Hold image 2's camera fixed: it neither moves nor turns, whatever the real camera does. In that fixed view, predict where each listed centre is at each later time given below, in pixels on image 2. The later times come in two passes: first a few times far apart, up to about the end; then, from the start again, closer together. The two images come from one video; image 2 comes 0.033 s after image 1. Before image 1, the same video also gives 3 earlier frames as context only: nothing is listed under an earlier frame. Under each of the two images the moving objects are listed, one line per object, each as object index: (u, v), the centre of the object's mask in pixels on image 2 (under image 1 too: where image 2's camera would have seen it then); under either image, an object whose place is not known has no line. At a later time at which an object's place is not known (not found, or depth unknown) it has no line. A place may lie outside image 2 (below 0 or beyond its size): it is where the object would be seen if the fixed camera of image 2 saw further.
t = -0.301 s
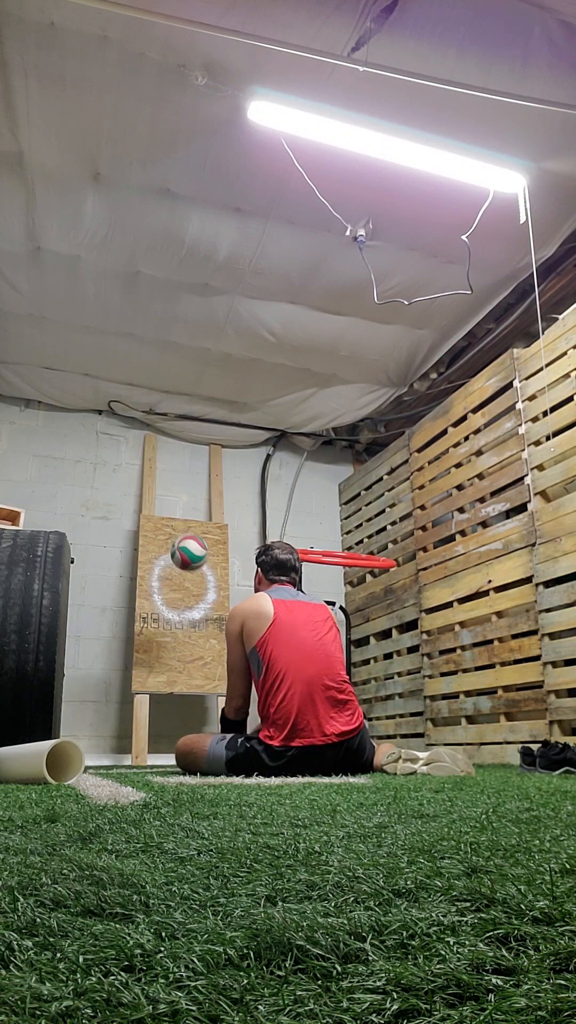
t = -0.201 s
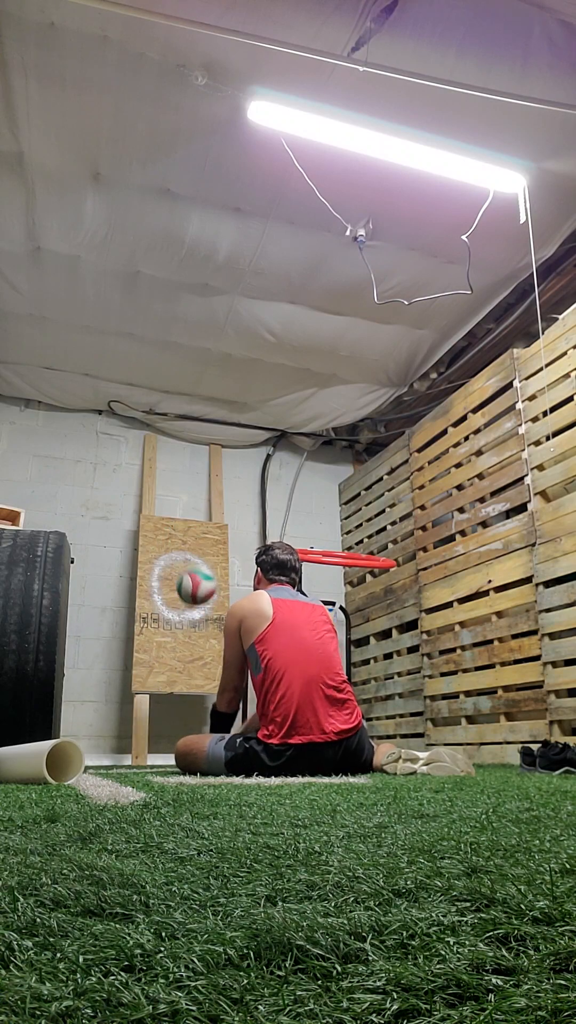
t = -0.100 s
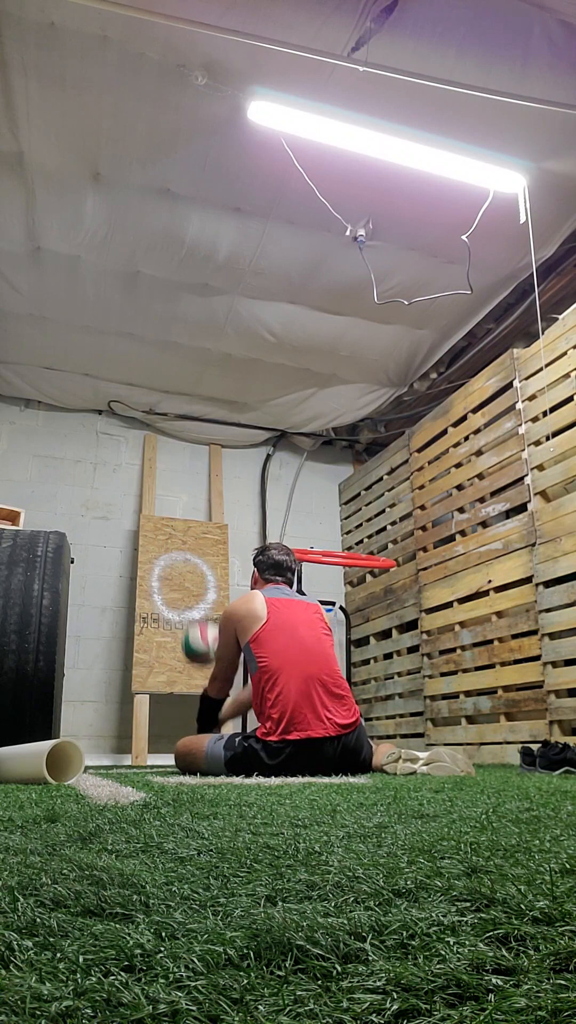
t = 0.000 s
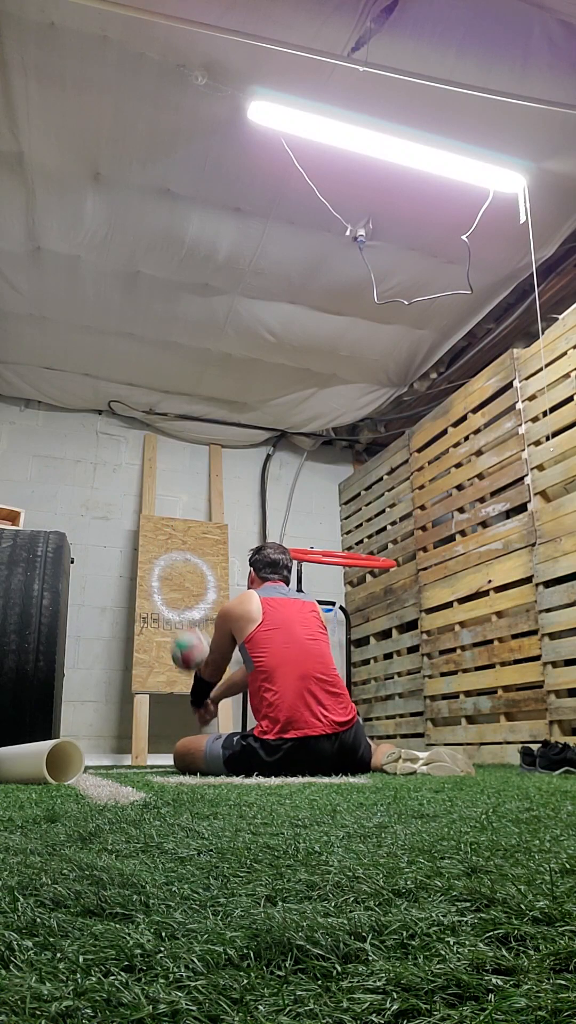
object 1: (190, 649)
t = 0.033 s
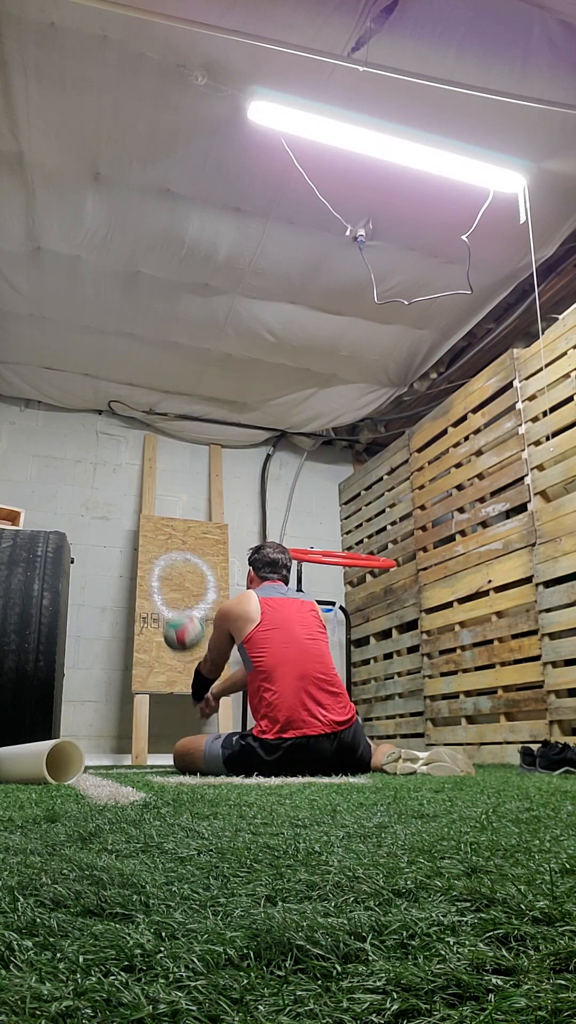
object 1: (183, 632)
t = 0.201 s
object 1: (147, 583)
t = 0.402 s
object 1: (101, 551)
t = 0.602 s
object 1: (91, 530)
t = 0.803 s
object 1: (95, 560)
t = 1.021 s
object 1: (91, 677)
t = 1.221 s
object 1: (82, 695)
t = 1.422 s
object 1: (75, 654)
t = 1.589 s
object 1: (65, 683)
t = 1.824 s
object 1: (66, 730)
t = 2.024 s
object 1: (74, 728)
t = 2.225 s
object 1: (86, 740)
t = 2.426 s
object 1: (97, 748)
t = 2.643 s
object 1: (103, 748)
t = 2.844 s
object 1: (102, 749)
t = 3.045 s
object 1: (99, 748)
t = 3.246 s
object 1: (98, 748)
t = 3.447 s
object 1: (99, 748)
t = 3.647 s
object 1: (99, 748)
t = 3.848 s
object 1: (99, 748)
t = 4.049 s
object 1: (99, 748)
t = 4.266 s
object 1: (99, 748)
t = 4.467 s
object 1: (99, 748)
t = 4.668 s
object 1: (99, 748)
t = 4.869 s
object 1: (99, 748)
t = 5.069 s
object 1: (99, 748)
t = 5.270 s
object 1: (99, 748)
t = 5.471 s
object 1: (99, 748)
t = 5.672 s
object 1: (99, 748)
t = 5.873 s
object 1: (99, 748)
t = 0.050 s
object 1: (179, 624)
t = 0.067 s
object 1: (175, 617)
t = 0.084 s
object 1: (171, 610)
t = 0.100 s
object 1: (168, 605)
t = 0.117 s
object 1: (164, 600)
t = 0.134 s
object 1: (160, 596)
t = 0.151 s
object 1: (157, 592)
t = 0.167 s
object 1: (153, 588)
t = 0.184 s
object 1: (150, 586)
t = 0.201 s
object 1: (147, 583)
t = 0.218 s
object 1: (144, 582)
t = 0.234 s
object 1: (141, 581)
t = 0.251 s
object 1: (138, 580)
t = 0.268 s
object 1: (135, 580)
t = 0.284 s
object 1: (131, 577)
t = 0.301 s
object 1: (127, 571)
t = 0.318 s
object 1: (123, 566)
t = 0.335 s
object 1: (119, 563)
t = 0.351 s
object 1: (114, 559)
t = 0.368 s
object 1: (110, 556)
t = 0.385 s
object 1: (106, 553)
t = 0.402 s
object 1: (101, 551)
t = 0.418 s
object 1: (96, 549)
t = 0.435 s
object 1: (92, 547)
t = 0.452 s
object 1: (87, 546)
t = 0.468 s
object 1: (85, 544)
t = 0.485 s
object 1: (86, 541)
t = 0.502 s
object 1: (86, 538)
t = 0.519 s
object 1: (87, 536)
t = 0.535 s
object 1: (88, 534)
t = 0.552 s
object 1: (88, 532)
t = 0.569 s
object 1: (89, 531)
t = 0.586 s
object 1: (90, 530)
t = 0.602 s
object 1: (91, 530)
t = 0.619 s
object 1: (91, 530)
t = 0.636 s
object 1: (92, 530)
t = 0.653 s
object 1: (92, 531)
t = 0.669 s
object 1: (92, 533)
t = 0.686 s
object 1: (94, 534)
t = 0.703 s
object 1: (94, 536)
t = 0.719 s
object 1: (94, 539)
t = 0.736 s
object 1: (94, 542)
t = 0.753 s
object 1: (95, 546)
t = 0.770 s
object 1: (95, 550)
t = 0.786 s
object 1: (95, 555)
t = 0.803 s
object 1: (95, 560)
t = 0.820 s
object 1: (95, 566)
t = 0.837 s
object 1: (95, 571)
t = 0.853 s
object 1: (95, 578)
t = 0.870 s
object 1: (95, 585)
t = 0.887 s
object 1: (95, 593)
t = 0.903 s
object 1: (94, 601)
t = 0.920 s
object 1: (94, 611)
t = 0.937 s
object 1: (93, 621)
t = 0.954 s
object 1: (93, 630)
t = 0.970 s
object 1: (92, 641)
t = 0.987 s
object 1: (92, 652)
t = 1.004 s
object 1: (92, 665)
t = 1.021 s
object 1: (91, 677)
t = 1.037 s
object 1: (90, 692)
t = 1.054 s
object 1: (89, 707)
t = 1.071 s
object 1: (87, 723)
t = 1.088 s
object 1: (90, 734)
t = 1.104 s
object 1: (94, 750)
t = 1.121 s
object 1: (90, 742)
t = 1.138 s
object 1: (87, 733)
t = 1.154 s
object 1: (85, 725)
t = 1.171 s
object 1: (84, 717)
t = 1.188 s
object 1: (83, 709)
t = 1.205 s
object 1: (82, 701)
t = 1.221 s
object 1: (82, 695)
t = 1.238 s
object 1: (82, 688)
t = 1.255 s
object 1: (81, 682)
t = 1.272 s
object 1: (81, 677)
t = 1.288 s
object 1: (80, 672)
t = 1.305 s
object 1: (79, 668)
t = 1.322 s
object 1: (79, 665)
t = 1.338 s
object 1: (78, 662)
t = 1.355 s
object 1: (78, 659)
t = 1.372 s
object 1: (77, 657)
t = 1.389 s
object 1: (76, 656)
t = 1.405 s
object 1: (76, 655)
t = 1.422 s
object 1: (75, 654)
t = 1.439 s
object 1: (74, 654)
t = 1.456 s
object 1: (73, 655)
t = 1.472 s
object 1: (72, 656)
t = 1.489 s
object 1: (71, 658)
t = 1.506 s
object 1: (71, 660)
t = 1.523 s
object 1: (70, 663)
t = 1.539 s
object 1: (69, 666)
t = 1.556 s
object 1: (68, 671)
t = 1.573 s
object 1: (67, 676)
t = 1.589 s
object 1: (65, 683)
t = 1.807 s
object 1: (64, 732)
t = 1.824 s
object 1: (66, 730)
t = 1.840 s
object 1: (67, 728)
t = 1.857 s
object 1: (67, 726)
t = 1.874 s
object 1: (68, 725)
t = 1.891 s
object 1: (69, 724)
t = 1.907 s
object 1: (70, 722)
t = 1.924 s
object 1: (71, 722)
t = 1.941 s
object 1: (71, 722)
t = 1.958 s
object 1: (72, 723)
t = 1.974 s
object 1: (72, 723)
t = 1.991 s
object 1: (73, 724)
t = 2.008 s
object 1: (74, 726)
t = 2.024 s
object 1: (74, 728)
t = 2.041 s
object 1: (75, 730)
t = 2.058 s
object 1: (76, 733)
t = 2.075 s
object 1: (78, 737)
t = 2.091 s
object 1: (81, 743)
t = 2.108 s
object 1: (82, 745)
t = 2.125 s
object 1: (82, 743)
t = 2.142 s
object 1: (82, 742)
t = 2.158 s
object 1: (83, 740)
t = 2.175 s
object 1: (83, 739)
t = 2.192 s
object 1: (84, 739)
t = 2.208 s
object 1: (85, 740)
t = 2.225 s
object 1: (86, 740)
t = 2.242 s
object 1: (88, 742)
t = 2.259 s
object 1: (89, 743)
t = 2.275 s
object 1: (91, 745)
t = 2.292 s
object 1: (92, 747)
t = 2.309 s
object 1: (93, 747)
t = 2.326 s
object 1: (93, 747)
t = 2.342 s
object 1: (94, 747)
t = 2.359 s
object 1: (94, 746)
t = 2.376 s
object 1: (95, 746)
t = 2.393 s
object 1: (96, 747)
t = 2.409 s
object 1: (97, 747)
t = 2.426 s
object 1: (97, 748)
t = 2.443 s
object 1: (98, 748)
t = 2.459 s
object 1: (99, 748)
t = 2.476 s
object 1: (99, 748)
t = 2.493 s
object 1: (100, 748)
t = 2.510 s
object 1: (100, 748)
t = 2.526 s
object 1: (101, 748)
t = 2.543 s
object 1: (101, 748)
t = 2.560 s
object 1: (101, 748)
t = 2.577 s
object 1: (102, 748)
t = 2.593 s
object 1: (102, 748)
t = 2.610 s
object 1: (102, 749)
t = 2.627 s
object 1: (103, 748)
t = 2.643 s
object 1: (103, 748)
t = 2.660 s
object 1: (103, 749)
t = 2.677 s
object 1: (103, 749)
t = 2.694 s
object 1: (103, 749)
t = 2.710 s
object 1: (103, 749)
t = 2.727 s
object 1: (103, 749)
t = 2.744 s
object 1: (103, 749)
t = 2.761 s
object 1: (103, 749)
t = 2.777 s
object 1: (103, 749)
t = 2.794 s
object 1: (103, 749)
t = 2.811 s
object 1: (102, 749)
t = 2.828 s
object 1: (102, 749)
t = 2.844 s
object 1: (102, 749)
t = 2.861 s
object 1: (102, 749)
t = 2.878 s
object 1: (102, 749)
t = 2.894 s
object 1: (101, 749)
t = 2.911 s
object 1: (101, 749)
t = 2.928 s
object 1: (101, 749)
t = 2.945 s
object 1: (101, 749)
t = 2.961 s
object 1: (100, 749)
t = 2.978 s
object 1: (100, 749)
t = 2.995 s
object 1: (100, 748)
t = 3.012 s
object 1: (100, 748)
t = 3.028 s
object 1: (99, 748)
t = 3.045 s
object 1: (99, 748)
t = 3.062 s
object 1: (99, 748)
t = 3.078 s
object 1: (99, 748)
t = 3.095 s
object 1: (99, 748)
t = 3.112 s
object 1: (99, 748)
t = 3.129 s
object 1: (99, 748)
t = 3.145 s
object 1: (99, 748)
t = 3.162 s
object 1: (99, 748)
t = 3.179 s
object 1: (99, 748)
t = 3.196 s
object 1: (98, 748)
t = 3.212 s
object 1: (99, 748)
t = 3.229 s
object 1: (98, 748)
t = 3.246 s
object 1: (98, 748)
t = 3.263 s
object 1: (99, 748)
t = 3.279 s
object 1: (99, 748)
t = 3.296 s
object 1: (99, 748)
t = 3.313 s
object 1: (99, 748)
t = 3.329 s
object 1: (99, 748)
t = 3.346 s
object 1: (99, 748)
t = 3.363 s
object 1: (99, 748)
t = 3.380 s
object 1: (99, 748)
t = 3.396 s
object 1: (99, 748)
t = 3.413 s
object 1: (99, 748)
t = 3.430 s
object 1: (99, 748)
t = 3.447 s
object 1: (99, 748)
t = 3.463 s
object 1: (99, 748)
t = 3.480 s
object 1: (99, 748)
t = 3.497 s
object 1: (99, 748)
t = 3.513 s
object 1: (99, 748)
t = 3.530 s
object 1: (99, 748)
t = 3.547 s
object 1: (99, 748)
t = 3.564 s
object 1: (99, 748)
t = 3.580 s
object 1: (99, 748)
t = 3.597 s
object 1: (99, 748)
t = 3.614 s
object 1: (99, 748)
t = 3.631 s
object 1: (99, 748)
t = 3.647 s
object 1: (99, 748)
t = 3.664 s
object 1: (99, 748)
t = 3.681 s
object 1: (99, 748)
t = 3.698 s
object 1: (99, 748)
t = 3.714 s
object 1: (99, 748)
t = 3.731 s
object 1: (99, 748)
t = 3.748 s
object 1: (99, 748)
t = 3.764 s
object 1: (99, 748)
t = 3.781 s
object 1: (99, 748)
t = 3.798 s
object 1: (99, 748)
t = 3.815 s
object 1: (99, 748)
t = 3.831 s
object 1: (99, 748)
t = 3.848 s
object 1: (99, 748)
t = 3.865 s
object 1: (99, 748)
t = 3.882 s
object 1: (99, 748)
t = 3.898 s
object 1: (99, 748)
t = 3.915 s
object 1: (99, 748)
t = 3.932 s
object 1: (99, 748)
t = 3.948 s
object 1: (99, 748)
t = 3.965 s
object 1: (99, 748)
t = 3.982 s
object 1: (99, 748)
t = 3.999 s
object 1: (99, 748)
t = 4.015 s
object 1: (99, 748)
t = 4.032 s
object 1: (99, 748)
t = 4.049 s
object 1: (99, 748)
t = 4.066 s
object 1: (99, 748)
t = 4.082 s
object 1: (99, 748)
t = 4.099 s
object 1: (99, 748)
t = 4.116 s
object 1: (99, 748)
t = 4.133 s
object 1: (99, 748)
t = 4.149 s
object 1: (99, 748)
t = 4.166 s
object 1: (99, 748)
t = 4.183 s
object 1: (99, 748)
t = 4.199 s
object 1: (99, 748)
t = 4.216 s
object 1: (99, 748)
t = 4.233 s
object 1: (99, 748)
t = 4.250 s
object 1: (99, 748)
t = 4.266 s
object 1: (99, 748)
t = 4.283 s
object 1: (99, 748)
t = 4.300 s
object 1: (99, 748)
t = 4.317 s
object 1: (99, 748)
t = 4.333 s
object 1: (99, 748)
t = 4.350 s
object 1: (99, 748)
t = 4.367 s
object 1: (99, 748)
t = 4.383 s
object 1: (99, 748)
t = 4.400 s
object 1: (99, 748)
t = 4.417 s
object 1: (99, 748)
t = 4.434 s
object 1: (99, 748)
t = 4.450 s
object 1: (99, 748)
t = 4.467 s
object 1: (99, 748)
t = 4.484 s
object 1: (99, 748)
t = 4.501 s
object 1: (99, 748)
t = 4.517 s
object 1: (99, 748)
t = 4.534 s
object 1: (99, 748)
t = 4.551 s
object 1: (99, 748)
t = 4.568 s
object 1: (99, 748)
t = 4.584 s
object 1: (99, 748)
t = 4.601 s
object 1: (99, 748)
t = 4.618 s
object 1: (99, 748)
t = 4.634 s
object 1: (99, 748)
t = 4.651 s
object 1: (99, 748)
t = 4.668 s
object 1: (99, 748)
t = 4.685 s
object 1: (99, 748)
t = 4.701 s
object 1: (99, 748)
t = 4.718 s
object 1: (99, 748)
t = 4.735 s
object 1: (99, 748)
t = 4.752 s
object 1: (99, 748)
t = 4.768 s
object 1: (99, 748)
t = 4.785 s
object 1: (99, 748)
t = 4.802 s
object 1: (99, 748)
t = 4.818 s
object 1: (99, 748)
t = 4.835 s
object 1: (99, 748)
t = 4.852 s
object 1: (99, 748)
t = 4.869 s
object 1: (99, 748)
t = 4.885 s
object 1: (99, 748)
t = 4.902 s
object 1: (99, 748)
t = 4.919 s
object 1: (99, 748)
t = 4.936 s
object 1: (99, 748)
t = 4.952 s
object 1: (99, 748)
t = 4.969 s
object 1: (99, 748)
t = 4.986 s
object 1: (99, 748)
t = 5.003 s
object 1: (99, 748)
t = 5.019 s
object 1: (99, 748)
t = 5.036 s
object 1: (99, 748)
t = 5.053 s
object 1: (99, 748)
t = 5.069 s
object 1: (99, 748)
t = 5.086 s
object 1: (99, 748)
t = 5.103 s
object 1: (99, 748)
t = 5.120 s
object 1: (99, 748)
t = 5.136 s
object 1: (99, 748)
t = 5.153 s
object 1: (99, 748)
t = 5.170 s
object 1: (99, 748)
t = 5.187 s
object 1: (99, 748)
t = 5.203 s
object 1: (99, 748)
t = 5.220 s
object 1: (99, 748)
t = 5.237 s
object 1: (99, 748)
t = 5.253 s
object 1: (99, 748)
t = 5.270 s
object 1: (99, 748)
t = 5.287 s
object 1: (99, 748)
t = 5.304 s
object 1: (99, 748)
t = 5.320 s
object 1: (99, 748)
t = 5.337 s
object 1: (99, 748)
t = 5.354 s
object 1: (99, 748)
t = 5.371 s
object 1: (99, 748)
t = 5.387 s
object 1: (99, 748)
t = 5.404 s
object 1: (99, 748)
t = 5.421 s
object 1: (99, 748)
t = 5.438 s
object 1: (99, 748)
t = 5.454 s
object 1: (99, 748)
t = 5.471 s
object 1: (99, 748)
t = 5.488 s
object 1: (99, 748)
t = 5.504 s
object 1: (99, 748)
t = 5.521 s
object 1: (99, 748)
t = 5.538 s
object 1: (99, 748)
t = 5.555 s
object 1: (99, 748)
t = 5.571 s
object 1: (99, 748)
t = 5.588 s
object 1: (99, 748)
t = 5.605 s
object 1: (99, 748)
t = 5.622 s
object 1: (99, 748)
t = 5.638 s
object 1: (99, 748)
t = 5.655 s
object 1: (99, 748)
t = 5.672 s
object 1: (99, 748)
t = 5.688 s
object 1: (99, 748)
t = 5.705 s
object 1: (99, 748)
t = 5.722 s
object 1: (99, 748)
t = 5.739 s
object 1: (99, 748)
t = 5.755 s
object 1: (99, 748)
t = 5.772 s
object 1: (99, 748)
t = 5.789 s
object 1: (99, 748)
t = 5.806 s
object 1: (99, 748)
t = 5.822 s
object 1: (99, 748)
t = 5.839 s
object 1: (99, 748)
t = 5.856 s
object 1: (99, 748)
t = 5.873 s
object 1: (99, 748)
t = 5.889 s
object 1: (99, 748)
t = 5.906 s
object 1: (99, 748)
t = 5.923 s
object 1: (99, 748)
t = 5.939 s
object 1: (99, 748)
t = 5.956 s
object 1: (99, 748)
